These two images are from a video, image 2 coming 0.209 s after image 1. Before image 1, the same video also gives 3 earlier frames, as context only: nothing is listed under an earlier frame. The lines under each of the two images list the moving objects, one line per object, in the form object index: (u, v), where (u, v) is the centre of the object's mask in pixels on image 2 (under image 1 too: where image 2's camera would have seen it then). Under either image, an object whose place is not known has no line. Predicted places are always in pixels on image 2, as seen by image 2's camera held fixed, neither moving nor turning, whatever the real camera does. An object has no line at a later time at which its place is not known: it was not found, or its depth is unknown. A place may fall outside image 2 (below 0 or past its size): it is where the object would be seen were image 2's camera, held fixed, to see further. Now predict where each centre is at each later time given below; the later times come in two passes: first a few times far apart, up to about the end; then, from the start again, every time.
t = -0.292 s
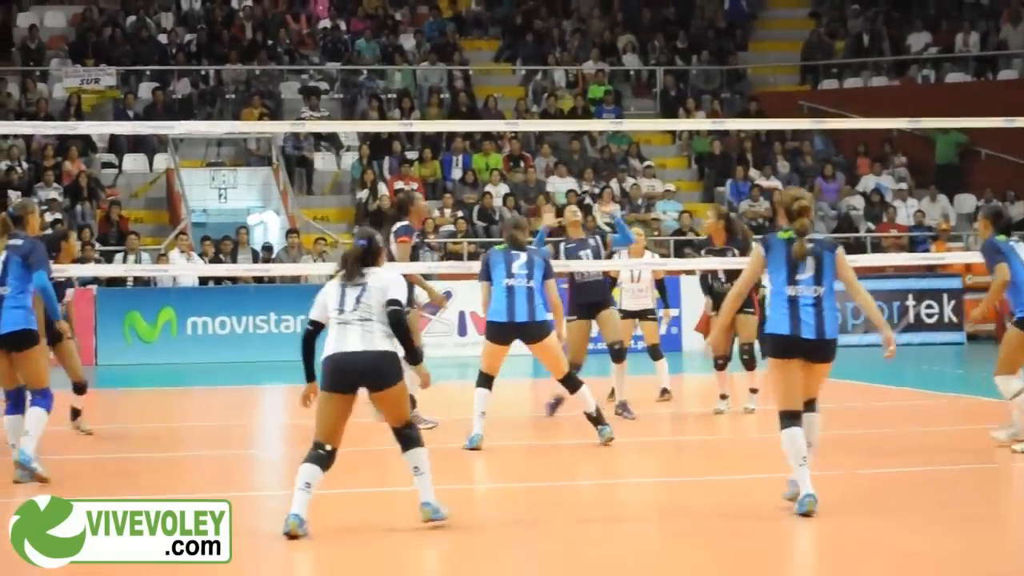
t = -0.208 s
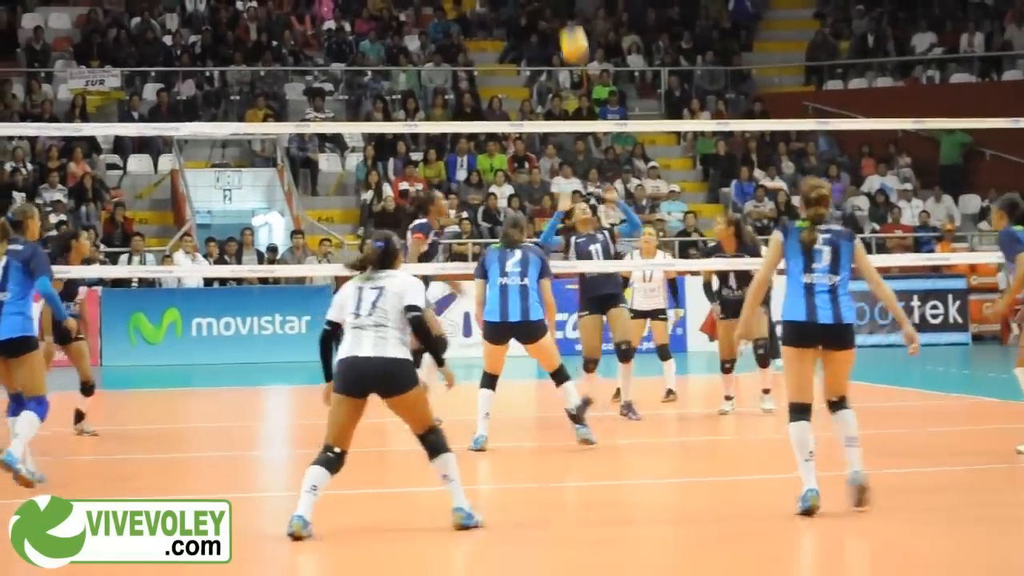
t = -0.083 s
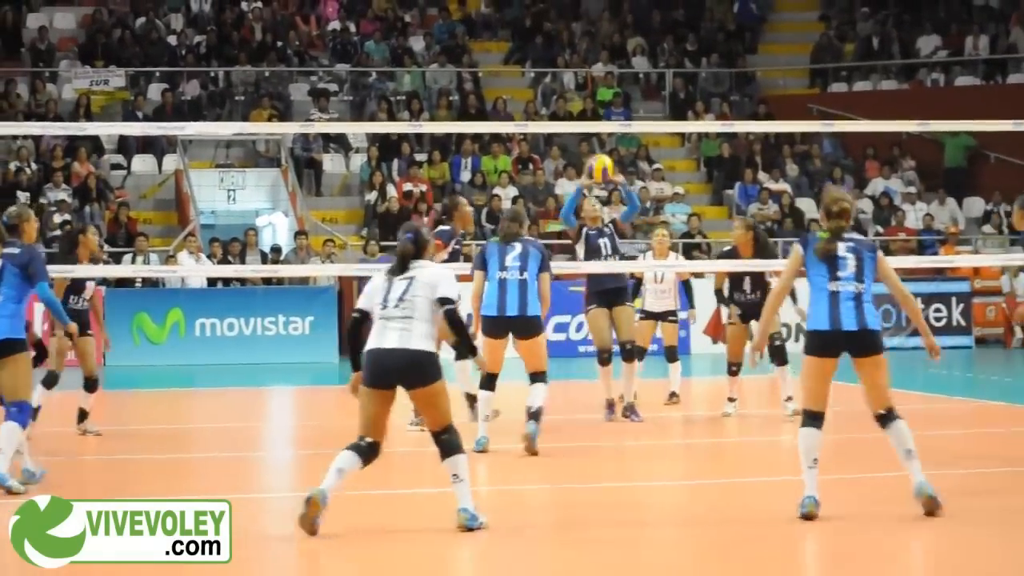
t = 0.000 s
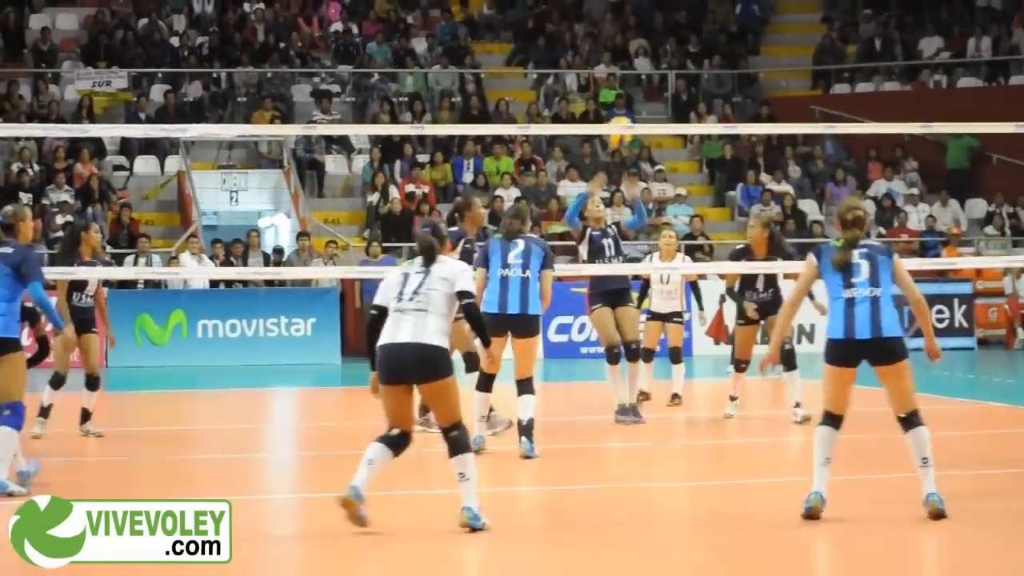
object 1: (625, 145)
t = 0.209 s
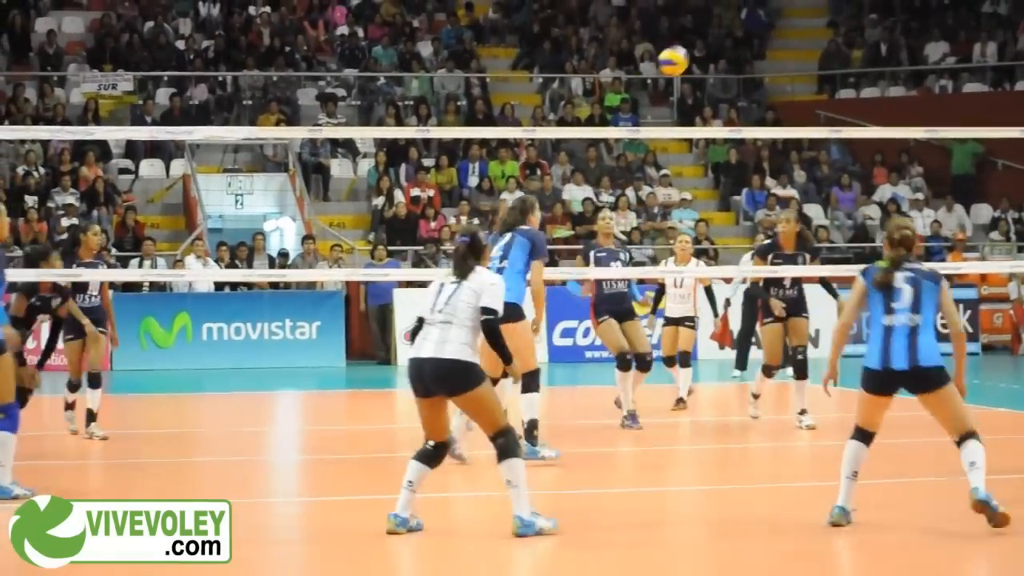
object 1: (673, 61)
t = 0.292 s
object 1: (695, 45)
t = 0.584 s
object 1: (775, 62)
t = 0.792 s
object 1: (836, 158)
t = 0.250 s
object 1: (684, 52)
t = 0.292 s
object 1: (695, 45)
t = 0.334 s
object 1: (705, 41)
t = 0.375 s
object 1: (716, 38)
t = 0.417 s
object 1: (728, 38)
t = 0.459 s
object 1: (739, 40)
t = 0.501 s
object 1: (750, 44)
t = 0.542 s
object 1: (762, 52)
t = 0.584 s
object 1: (775, 62)
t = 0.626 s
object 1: (786, 75)
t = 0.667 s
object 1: (799, 91)
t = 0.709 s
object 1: (812, 108)
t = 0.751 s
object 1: (825, 130)
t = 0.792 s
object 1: (836, 158)
